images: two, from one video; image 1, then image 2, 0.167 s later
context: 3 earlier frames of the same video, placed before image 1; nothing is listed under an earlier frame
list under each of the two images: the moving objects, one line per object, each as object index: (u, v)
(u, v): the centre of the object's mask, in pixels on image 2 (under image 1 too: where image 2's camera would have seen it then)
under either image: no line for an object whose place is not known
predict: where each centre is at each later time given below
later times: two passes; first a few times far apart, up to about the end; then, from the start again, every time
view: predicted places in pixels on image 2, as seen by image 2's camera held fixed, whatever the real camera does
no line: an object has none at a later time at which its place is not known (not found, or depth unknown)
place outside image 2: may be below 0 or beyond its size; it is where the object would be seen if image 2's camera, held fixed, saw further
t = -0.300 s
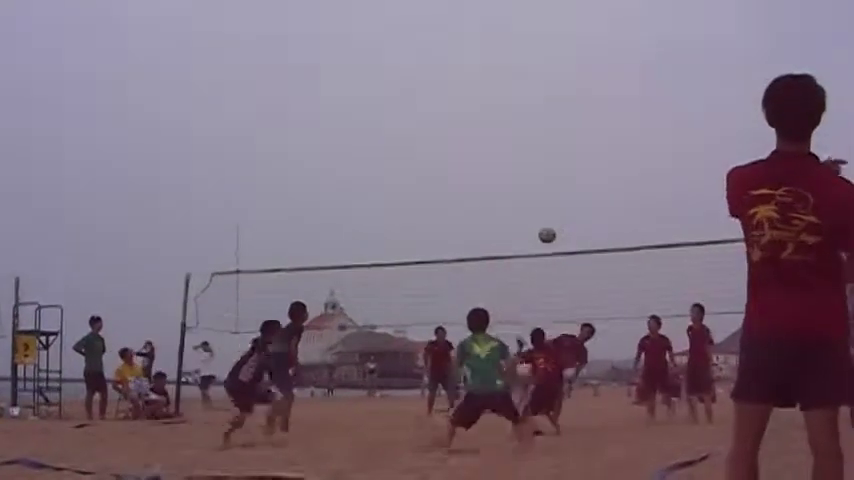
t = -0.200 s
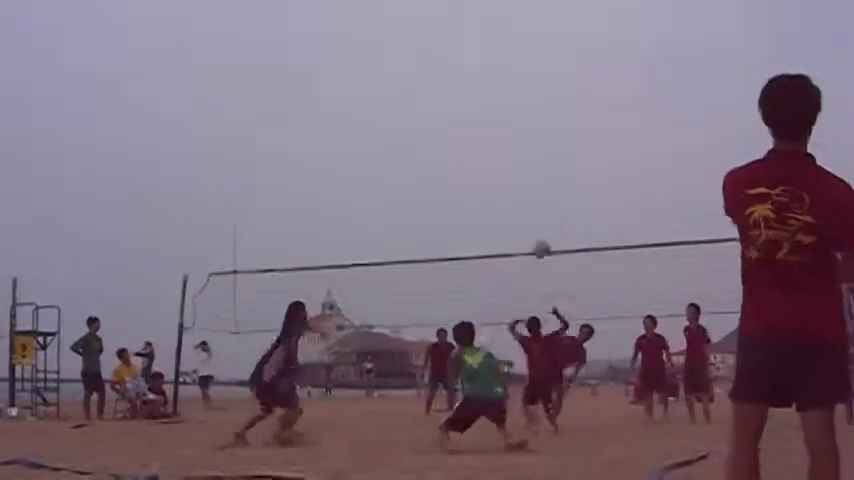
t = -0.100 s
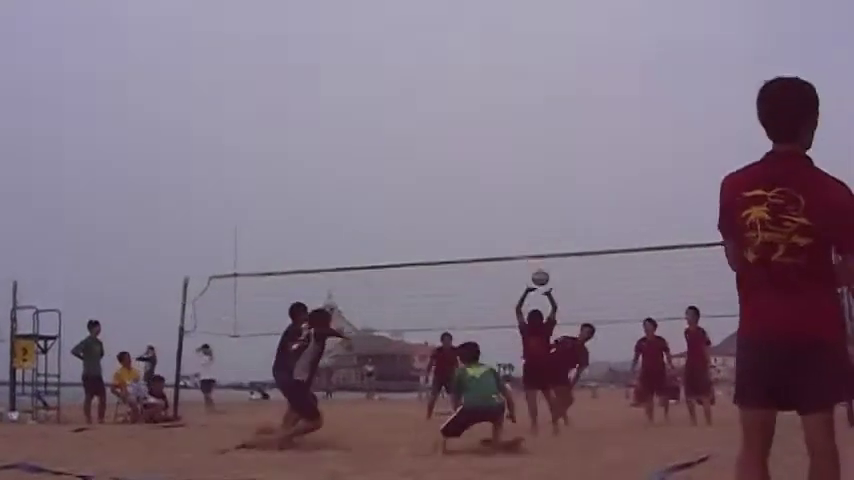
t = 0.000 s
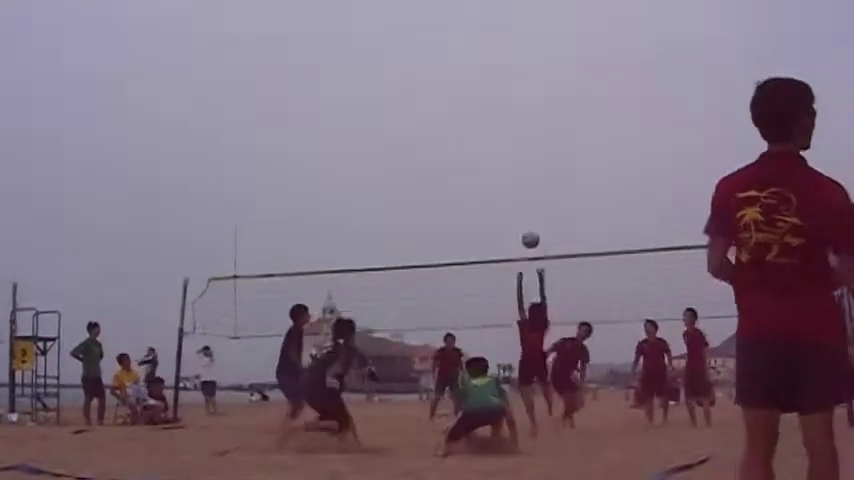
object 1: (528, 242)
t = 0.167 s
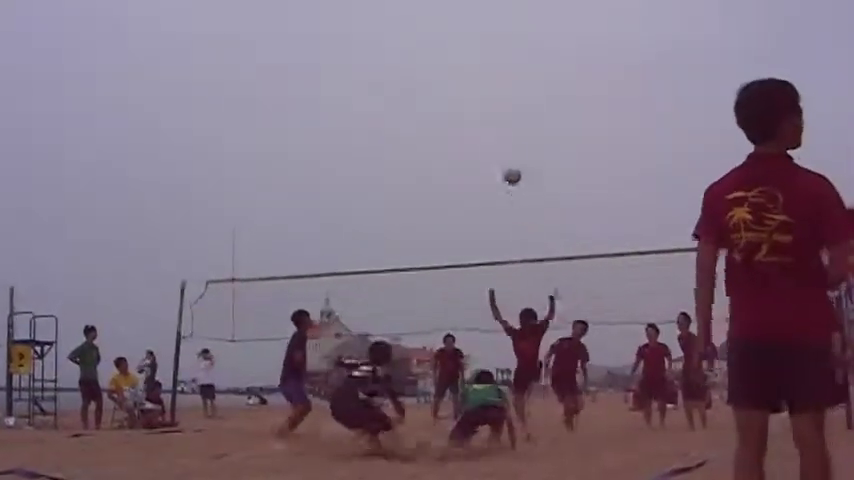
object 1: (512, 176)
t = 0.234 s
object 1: (507, 157)
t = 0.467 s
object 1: (490, 117)
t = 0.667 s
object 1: (482, 119)
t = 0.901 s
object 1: (473, 158)
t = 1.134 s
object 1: (471, 239)
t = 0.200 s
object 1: (510, 166)
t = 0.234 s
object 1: (507, 157)
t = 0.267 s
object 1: (504, 148)
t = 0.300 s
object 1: (502, 141)
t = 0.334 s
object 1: (500, 134)
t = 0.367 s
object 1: (497, 128)
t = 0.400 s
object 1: (495, 123)
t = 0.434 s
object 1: (493, 120)
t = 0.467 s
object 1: (490, 117)
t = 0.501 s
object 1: (488, 116)
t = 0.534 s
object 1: (487, 115)
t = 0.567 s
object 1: (486, 115)
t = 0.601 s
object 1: (484, 115)
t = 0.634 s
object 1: (483, 117)
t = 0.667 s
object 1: (482, 119)
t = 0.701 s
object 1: (480, 122)
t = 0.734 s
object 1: (479, 127)
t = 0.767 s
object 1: (478, 132)
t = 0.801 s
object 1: (476, 137)
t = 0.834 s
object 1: (475, 144)
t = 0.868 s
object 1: (474, 151)
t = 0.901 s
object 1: (473, 158)
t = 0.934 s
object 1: (472, 167)
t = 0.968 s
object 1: (471, 178)
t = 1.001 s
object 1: (470, 187)
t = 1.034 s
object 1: (470, 198)
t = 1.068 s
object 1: (471, 211)
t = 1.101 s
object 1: (471, 225)
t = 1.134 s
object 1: (471, 239)
